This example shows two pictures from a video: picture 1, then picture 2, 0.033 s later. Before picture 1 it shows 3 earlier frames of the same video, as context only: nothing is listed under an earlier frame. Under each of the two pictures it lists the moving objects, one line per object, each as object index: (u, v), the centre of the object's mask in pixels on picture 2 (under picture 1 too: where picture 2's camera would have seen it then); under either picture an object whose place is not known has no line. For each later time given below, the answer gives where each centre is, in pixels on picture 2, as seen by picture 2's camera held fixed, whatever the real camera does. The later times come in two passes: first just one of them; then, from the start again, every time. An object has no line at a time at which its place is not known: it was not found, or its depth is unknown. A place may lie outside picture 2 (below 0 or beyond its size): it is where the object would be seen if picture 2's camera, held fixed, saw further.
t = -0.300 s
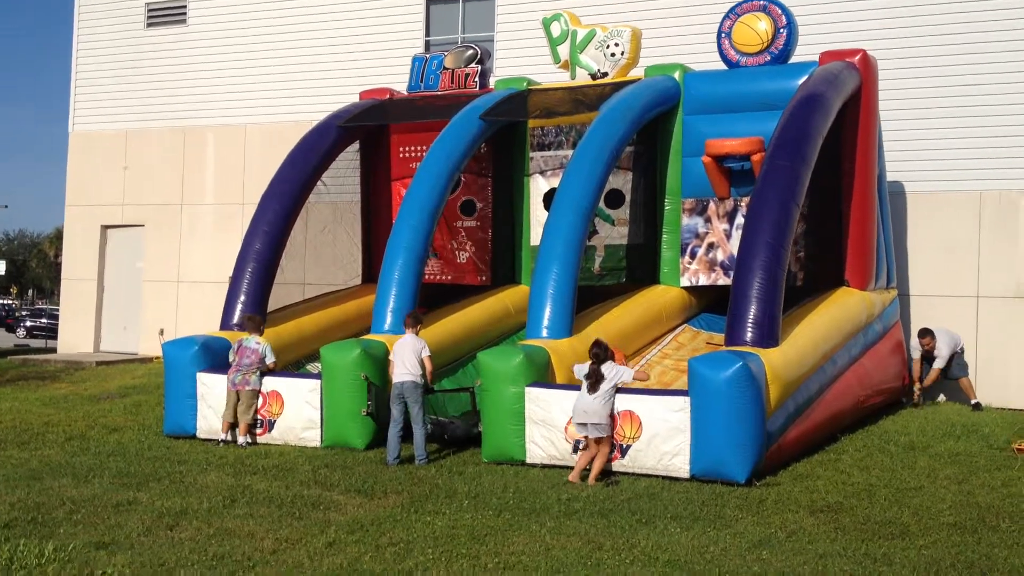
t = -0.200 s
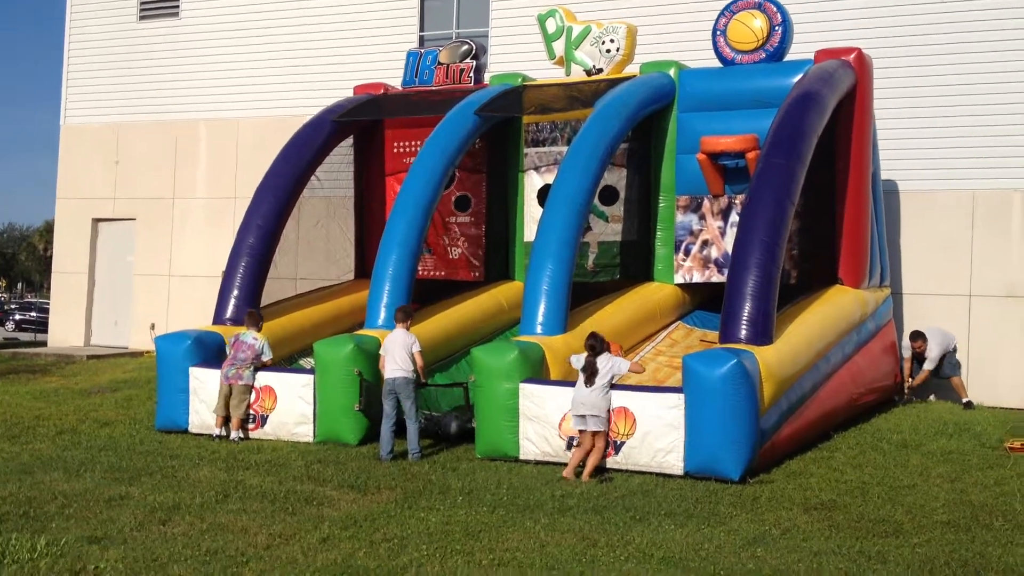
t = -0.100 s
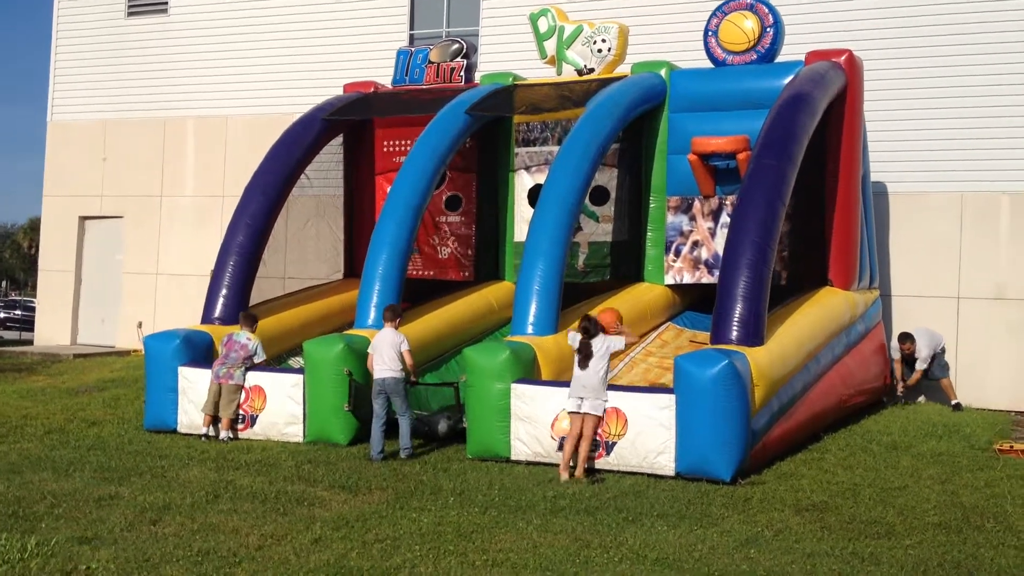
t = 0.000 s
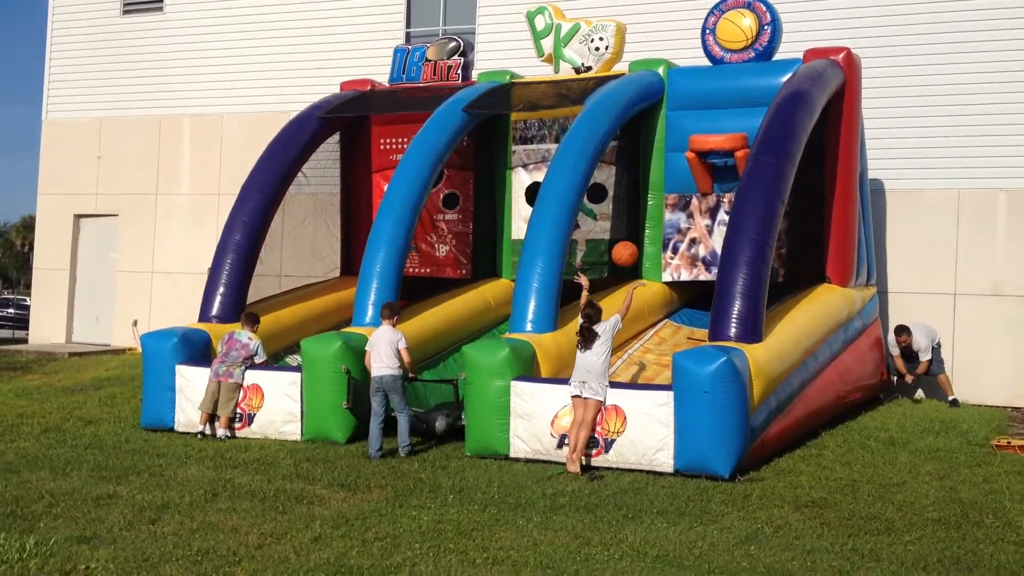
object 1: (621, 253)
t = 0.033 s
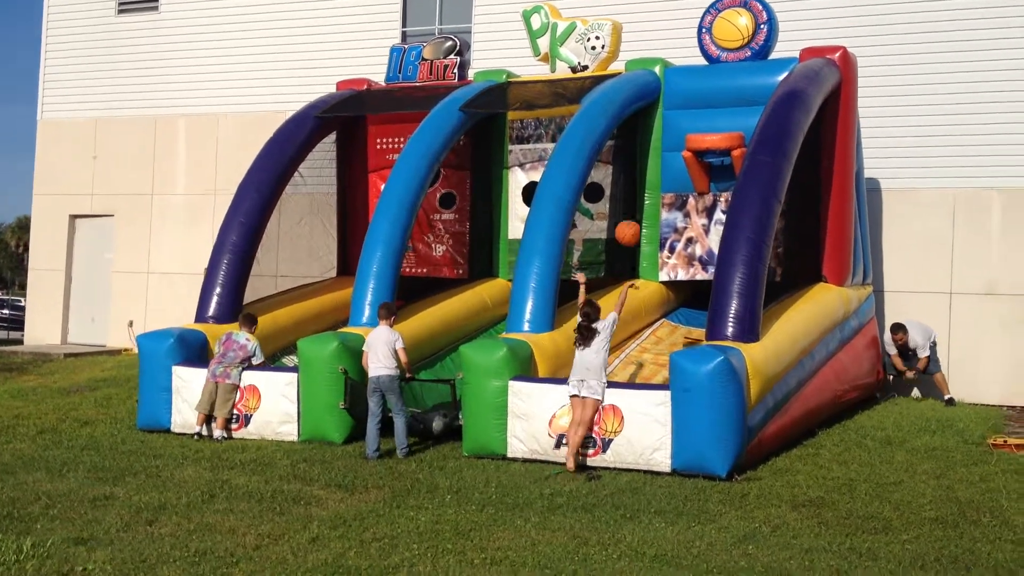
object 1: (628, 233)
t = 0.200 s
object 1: (657, 153)
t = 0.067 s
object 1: (634, 214)
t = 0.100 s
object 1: (640, 197)
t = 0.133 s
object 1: (646, 181)
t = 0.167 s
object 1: (652, 166)
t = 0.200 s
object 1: (657, 153)
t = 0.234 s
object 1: (663, 142)
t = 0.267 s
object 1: (669, 132)
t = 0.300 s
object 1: (673, 123)
